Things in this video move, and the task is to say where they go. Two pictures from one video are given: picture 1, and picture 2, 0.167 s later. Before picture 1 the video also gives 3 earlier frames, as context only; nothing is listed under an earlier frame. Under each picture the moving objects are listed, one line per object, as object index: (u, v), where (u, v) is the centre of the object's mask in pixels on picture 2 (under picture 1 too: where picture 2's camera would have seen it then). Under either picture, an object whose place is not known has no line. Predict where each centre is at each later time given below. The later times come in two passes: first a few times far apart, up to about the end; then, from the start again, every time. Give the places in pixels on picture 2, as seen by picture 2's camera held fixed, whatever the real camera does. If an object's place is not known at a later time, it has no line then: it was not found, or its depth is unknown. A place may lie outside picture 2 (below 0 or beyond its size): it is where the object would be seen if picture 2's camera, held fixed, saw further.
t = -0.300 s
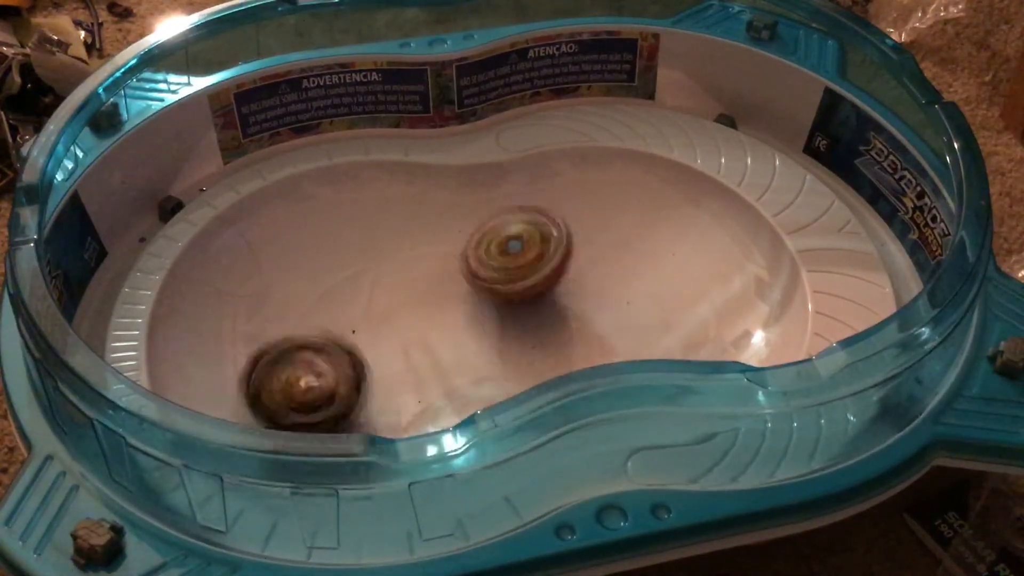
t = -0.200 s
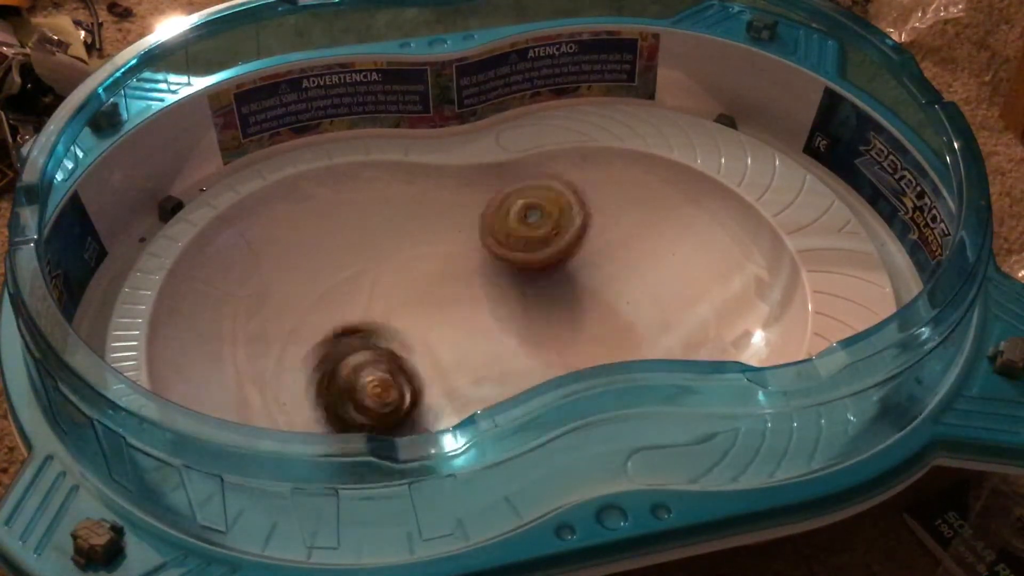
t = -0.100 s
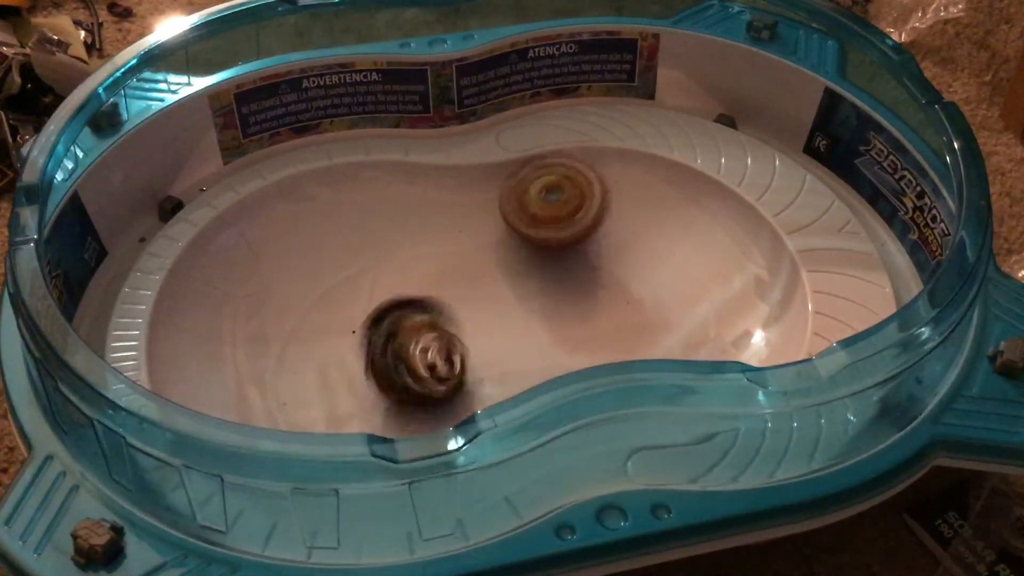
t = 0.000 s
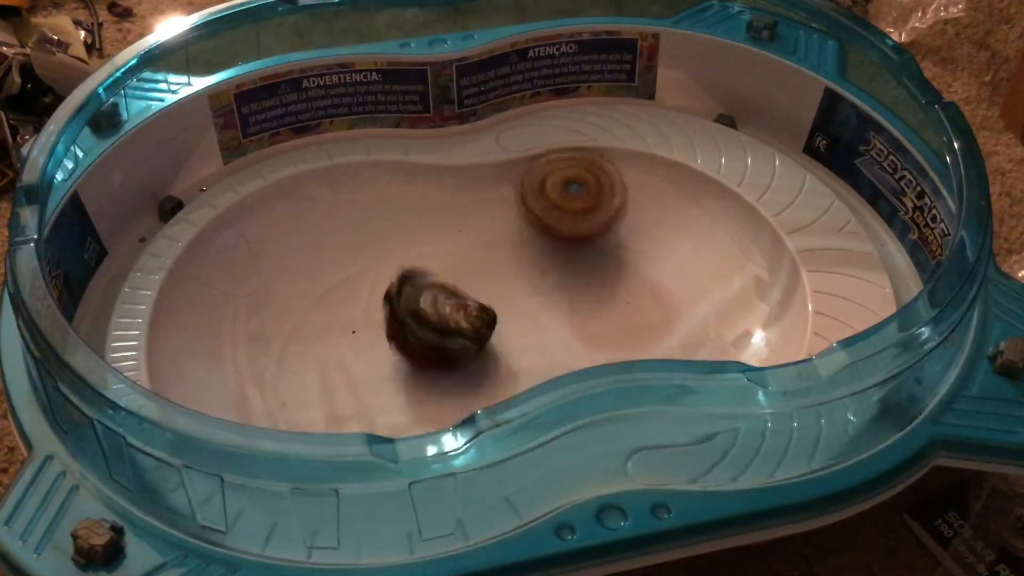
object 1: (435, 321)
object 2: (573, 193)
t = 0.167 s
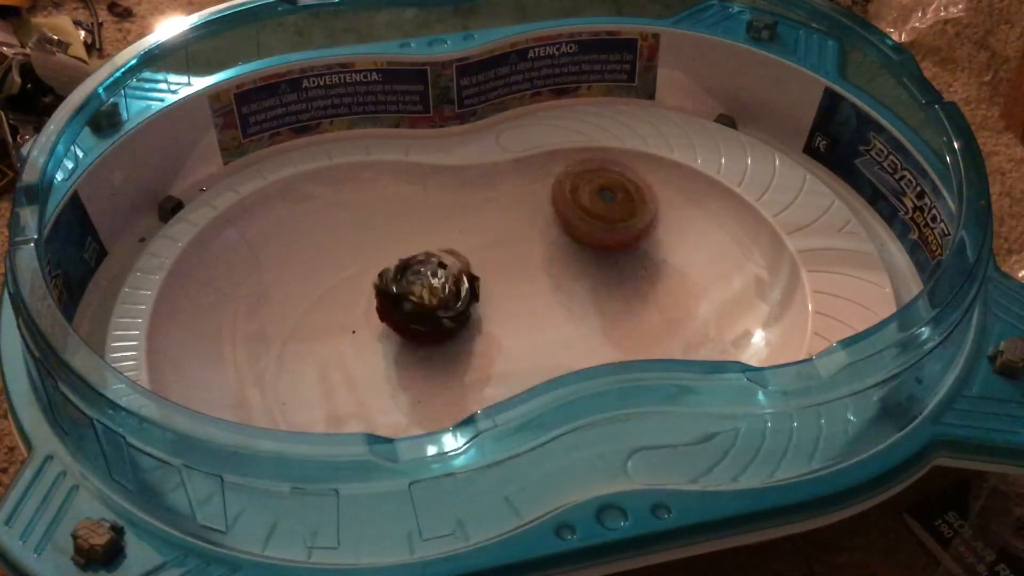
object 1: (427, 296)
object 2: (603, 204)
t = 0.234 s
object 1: (429, 296)
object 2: (617, 221)
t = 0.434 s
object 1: (424, 311)
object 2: (656, 282)
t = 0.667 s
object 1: (396, 314)
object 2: (682, 332)
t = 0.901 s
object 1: (397, 316)
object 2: (657, 338)
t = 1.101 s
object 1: (397, 316)
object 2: (609, 329)
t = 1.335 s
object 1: (397, 316)
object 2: (543, 304)
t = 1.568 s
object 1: (372, 316)
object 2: (490, 303)
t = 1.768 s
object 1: (371, 346)
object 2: (490, 315)
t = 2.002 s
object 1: (377, 353)
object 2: (536, 313)
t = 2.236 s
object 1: (377, 353)
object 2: (554, 284)
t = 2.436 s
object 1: (377, 353)
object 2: (549, 267)
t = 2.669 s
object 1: (377, 353)
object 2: (541, 278)
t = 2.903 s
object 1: (377, 354)
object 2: (546, 318)
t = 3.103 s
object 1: (377, 353)
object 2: (552, 339)
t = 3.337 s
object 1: (377, 353)
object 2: (544, 336)
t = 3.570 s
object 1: (377, 354)
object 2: (516, 319)
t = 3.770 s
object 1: (367, 356)
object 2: (488, 311)
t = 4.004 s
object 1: (353, 353)
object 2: (482, 310)
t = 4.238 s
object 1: (359, 355)
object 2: (478, 327)
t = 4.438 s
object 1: (370, 356)
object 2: (493, 327)
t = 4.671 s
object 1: (364, 360)
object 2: (499, 304)
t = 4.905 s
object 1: (379, 357)
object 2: (486, 294)
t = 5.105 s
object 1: (370, 363)
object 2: (475, 308)
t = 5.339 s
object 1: (358, 363)
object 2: (483, 307)
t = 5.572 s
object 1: (358, 362)
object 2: (489, 314)
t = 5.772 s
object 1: (358, 362)
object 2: (491, 318)
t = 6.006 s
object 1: (358, 362)
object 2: (487, 322)
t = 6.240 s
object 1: (358, 362)
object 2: (485, 331)
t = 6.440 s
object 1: (358, 362)
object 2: (477, 336)
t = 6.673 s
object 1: (357, 375)
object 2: (462, 330)
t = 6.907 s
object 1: (355, 393)
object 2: (436, 313)
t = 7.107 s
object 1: (355, 388)
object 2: (398, 301)
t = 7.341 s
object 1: (355, 388)
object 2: (399, 301)
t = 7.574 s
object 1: (355, 388)
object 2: (399, 301)
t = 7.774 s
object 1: (354, 388)
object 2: (399, 301)
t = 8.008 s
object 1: (354, 388)
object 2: (399, 301)
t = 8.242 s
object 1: (355, 388)
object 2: (399, 301)
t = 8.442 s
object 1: (355, 388)
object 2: (399, 301)
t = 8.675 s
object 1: (355, 388)
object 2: (399, 301)
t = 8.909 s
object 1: (355, 388)
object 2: (399, 301)
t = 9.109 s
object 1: (355, 388)
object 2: (399, 301)
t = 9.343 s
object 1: (355, 387)
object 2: (399, 301)
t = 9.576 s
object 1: (355, 387)
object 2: (399, 301)
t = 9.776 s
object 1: (355, 388)
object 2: (399, 301)
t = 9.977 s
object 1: (355, 388)
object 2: (399, 301)
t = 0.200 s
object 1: (428, 296)
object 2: (608, 210)
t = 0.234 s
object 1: (429, 296)
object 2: (617, 221)
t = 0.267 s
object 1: (429, 297)
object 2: (627, 233)
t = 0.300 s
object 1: (430, 299)
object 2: (631, 240)
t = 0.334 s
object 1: (431, 302)
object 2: (638, 251)
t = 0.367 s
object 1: (430, 305)
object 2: (644, 262)
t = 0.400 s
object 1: (428, 308)
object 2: (650, 271)
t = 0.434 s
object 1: (424, 311)
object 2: (656, 282)
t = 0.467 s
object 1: (420, 312)
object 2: (661, 291)
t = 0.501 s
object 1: (415, 313)
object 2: (668, 302)
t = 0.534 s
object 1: (410, 315)
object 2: (674, 311)
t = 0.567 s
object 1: (405, 316)
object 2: (677, 318)
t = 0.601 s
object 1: (401, 316)
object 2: (680, 324)
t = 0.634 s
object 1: (397, 315)
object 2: (681, 330)
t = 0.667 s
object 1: (396, 314)
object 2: (682, 332)
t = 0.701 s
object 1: (396, 314)
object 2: (682, 334)
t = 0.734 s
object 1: (398, 316)
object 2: (679, 336)
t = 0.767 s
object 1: (399, 316)
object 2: (677, 337)
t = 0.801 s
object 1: (398, 316)
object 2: (673, 339)
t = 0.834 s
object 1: (397, 316)
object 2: (670, 339)
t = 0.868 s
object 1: (397, 316)
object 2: (663, 338)
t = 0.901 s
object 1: (397, 316)
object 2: (657, 338)
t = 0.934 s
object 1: (397, 316)
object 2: (651, 338)
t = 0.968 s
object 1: (397, 316)
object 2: (643, 337)
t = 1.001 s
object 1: (397, 316)
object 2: (634, 335)
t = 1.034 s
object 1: (397, 316)
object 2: (625, 333)
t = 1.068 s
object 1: (397, 316)
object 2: (616, 332)
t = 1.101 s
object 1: (397, 316)
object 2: (609, 329)
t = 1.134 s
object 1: (397, 316)
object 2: (599, 326)
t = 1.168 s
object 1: (397, 316)
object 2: (589, 322)
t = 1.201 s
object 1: (397, 316)
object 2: (579, 320)
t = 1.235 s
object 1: (397, 316)
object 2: (570, 316)
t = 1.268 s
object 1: (397, 316)
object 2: (562, 312)
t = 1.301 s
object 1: (397, 316)
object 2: (552, 308)
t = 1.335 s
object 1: (397, 316)
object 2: (543, 304)
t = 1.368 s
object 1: (397, 316)
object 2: (533, 303)
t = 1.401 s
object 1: (397, 316)
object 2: (523, 300)
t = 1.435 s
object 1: (397, 316)
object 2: (515, 300)
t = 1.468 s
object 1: (394, 315)
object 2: (506, 300)
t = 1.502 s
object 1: (382, 315)
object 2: (503, 299)
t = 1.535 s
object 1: (375, 314)
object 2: (496, 299)
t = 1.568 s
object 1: (372, 316)
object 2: (490, 303)
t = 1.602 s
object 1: (374, 317)
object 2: (486, 305)
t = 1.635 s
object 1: (376, 320)
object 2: (484, 306)
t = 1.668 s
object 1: (376, 326)
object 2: (483, 307)
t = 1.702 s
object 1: (369, 335)
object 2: (486, 309)
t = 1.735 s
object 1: (368, 341)
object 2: (488, 312)
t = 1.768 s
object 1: (371, 346)
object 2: (490, 315)
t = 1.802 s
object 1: (376, 349)
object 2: (493, 317)
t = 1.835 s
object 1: (379, 351)
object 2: (499, 319)
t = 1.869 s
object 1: (377, 353)
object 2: (508, 319)
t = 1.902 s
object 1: (376, 353)
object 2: (516, 317)
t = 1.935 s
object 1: (377, 353)
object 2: (523, 317)
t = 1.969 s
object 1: (377, 353)
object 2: (531, 315)
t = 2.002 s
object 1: (377, 353)
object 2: (536, 313)
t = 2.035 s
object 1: (377, 353)
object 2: (541, 309)
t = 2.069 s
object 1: (377, 353)
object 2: (545, 306)
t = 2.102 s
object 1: (377, 353)
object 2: (548, 301)
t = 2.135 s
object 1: (377, 353)
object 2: (550, 298)
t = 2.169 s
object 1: (377, 353)
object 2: (553, 293)
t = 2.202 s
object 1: (377, 353)
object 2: (554, 289)
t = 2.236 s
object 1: (377, 353)
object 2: (554, 284)
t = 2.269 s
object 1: (377, 353)
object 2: (554, 281)
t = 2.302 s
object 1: (377, 353)
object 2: (554, 276)
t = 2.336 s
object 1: (377, 353)
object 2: (553, 274)
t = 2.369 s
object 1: (377, 353)
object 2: (553, 271)
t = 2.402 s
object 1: (377, 353)
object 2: (551, 269)
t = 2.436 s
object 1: (377, 353)
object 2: (549, 267)
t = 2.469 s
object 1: (377, 353)
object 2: (548, 267)
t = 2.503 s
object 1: (377, 353)
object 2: (546, 266)
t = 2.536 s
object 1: (377, 353)
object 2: (545, 268)
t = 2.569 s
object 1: (377, 353)
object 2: (544, 269)
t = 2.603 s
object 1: (377, 353)
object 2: (543, 272)
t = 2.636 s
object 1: (377, 353)
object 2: (542, 274)
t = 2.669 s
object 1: (377, 353)
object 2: (541, 278)
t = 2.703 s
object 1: (377, 353)
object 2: (541, 283)
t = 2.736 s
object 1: (377, 353)
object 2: (541, 288)
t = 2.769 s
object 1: (377, 353)
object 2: (541, 293)
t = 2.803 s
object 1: (377, 353)
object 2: (542, 300)
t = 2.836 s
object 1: (377, 354)
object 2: (544, 306)
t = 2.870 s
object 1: (377, 354)
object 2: (545, 312)
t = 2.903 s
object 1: (377, 354)
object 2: (546, 318)
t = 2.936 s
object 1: (377, 353)
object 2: (549, 324)
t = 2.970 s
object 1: (377, 353)
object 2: (550, 329)
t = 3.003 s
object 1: (377, 353)
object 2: (550, 333)
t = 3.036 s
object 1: (377, 353)
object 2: (552, 335)
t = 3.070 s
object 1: (377, 354)
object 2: (551, 337)
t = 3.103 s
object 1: (377, 353)
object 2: (552, 339)
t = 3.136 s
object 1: (377, 353)
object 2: (551, 339)
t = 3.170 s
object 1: (377, 354)
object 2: (552, 340)
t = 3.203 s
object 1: (377, 353)
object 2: (551, 340)
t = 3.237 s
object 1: (377, 353)
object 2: (552, 339)
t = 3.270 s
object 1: (377, 353)
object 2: (549, 338)
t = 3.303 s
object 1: (377, 354)
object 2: (548, 337)
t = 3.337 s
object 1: (377, 353)
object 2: (544, 336)
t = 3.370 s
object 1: (377, 354)
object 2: (543, 334)
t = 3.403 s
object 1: (377, 354)
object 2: (539, 331)
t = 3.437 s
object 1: (377, 354)
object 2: (536, 329)
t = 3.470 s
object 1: (377, 354)
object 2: (531, 327)
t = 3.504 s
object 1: (377, 354)
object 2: (527, 324)
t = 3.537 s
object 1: (377, 354)
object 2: (521, 320)
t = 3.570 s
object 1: (377, 354)
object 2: (516, 319)
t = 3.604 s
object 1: (377, 354)
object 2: (511, 318)
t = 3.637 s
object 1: (377, 354)
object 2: (505, 315)
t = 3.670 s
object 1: (377, 354)
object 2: (495, 315)
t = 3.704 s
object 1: (375, 354)
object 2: (491, 314)
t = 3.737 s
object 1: (374, 354)
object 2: (486, 314)
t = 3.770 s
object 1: (367, 356)
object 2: (488, 311)
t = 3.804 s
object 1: (362, 355)
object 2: (486, 308)
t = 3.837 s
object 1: (358, 354)
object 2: (483, 308)
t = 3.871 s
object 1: (356, 354)
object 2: (483, 308)
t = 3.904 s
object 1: (355, 354)
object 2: (485, 308)
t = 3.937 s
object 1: (354, 353)
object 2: (484, 308)
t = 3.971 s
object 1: (353, 353)
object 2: (483, 309)
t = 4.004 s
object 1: (353, 353)
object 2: (482, 310)
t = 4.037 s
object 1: (354, 353)
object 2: (484, 312)
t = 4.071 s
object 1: (354, 353)
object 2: (482, 313)
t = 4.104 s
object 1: (354, 353)
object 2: (481, 315)
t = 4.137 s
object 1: (355, 354)
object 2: (480, 318)
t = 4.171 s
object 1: (356, 354)
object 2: (480, 320)
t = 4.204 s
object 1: (357, 354)
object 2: (479, 323)
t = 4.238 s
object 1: (359, 355)
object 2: (478, 327)
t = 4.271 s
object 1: (356, 356)
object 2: (483, 326)
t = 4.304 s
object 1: (357, 356)
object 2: (484, 327)
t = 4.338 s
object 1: (358, 356)
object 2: (485, 326)
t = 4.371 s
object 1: (362, 357)
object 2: (489, 327)
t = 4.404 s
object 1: (367, 358)
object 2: (494, 327)
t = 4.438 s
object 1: (370, 356)
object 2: (493, 327)
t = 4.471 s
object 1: (371, 356)
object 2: (494, 326)
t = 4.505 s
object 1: (363, 358)
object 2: (497, 322)
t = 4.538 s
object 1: (360, 359)
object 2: (498, 319)
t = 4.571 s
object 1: (359, 358)
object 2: (498, 314)
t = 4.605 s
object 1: (359, 359)
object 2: (501, 311)
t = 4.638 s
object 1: (361, 359)
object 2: (502, 307)
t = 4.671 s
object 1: (364, 360)
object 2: (499, 304)
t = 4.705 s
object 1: (367, 360)
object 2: (499, 299)
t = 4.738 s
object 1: (369, 359)
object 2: (497, 297)
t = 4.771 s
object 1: (370, 359)
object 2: (496, 295)
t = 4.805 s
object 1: (372, 359)
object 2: (495, 294)
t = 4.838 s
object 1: (375, 359)
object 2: (490, 293)
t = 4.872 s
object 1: (378, 358)
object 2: (488, 294)
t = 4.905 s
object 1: (379, 357)
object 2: (486, 294)
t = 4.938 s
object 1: (379, 357)
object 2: (485, 297)
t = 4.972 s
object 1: (378, 357)
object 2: (481, 300)
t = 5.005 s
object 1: (377, 359)
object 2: (476, 303)
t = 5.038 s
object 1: (379, 359)
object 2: (473, 307)
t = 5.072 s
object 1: (379, 358)
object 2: (471, 307)
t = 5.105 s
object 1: (370, 363)
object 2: (475, 308)
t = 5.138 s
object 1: (365, 364)
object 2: (473, 305)
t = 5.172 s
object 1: (362, 363)
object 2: (473, 305)
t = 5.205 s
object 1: (360, 363)
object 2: (474, 308)
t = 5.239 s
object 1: (358, 362)
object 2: (478, 309)
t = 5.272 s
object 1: (358, 362)
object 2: (482, 308)
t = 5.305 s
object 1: (358, 362)
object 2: (484, 310)
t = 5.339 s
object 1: (358, 363)
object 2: (483, 307)
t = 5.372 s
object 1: (359, 363)
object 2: (482, 308)
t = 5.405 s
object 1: (358, 363)
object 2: (482, 311)
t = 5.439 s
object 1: (358, 363)
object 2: (486, 312)
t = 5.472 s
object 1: (358, 363)
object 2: (489, 312)
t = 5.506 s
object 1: (358, 362)
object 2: (491, 314)
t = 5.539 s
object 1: (358, 362)
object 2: (489, 313)
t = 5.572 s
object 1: (358, 362)
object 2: (489, 314)
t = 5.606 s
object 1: (358, 362)
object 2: (487, 316)
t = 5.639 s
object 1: (358, 362)
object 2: (489, 316)
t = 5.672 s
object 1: (358, 362)
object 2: (492, 317)
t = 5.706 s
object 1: (358, 362)
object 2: (492, 318)
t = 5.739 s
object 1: (358, 362)
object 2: (492, 317)
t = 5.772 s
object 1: (358, 362)
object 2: (491, 318)
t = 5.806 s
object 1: (358, 362)
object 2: (488, 318)
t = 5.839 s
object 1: (358, 362)
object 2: (490, 320)
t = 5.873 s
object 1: (358, 362)
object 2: (492, 322)
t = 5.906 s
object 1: (358, 362)
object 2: (492, 320)
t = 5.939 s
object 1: (358, 362)
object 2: (493, 320)
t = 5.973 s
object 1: (358, 362)
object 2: (491, 321)
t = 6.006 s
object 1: (358, 362)
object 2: (487, 322)
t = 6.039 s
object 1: (358, 362)
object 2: (488, 324)
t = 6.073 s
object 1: (358, 362)
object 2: (489, 326)
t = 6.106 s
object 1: (358, 362)
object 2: (488, 326)
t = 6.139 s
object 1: (358, 362)
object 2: (491, 327)
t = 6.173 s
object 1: (358, 363)
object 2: (488, 329)
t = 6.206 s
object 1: (358, 363)
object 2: (485, 327)
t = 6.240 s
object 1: (358, 362)
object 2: (485, 331)
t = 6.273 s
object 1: (358, 362)
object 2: (483, 332)
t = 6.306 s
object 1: (358, 362)
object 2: (483, 332)
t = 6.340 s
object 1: (358, 363)
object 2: (484, 336)
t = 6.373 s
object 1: (358, 362)
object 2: (481, 336)
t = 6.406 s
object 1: (358, 363)
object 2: (480, 334)
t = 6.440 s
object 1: (358, 362)
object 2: (477, 336)
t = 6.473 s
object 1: (358, 362)
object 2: (474, 337)
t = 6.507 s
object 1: (354, 363)
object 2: (476, 338)
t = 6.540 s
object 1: (355, 363)
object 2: (476, 336)
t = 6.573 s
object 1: (356, 363)
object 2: (474, 334)
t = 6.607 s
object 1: (356, 364)
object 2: (470, 335)
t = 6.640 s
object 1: (355, 370)
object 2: (464, 331)
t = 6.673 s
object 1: (357, 375)
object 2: (462, 330)
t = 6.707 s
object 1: (353, 384)
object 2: (460, 326)
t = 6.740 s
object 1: (353, 388)
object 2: (458, 322)
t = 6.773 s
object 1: (356, 391)
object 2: (456, 317)
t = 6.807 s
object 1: (357, 392)
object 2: (451, 316)
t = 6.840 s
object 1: (356, 392)
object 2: (448, 315)
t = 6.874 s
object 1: (356, 392)
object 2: (442, 311)
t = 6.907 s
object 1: (355, 393)
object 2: (436, 313)
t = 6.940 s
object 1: (355, 392)
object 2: (429, 311)
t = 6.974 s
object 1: (354, 392)
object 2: (422, 309)
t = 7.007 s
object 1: (353, 390)
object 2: (411, 307)
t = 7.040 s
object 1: (353, 390)
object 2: (405, 306)
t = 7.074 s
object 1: (354, 389)
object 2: (400, 304)
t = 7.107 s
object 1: (355, 388)
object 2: (398, 301)
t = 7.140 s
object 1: (355, 388)
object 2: (398, 300)
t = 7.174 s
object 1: (355, 388)
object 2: (399, 301)
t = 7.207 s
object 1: (355, 388)
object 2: (399, 301)
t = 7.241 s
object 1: (355, 388)
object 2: (399, 301)
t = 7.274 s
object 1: (355, 388)
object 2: (399, 301)
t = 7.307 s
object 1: (355, 388)
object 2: (399, 301)
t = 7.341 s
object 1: (355, 388)
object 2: (399, 301)
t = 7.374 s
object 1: (355, 388)
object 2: (399, 301)
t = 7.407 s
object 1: (355, 388)
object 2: (399, 301)
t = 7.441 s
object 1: (354, 388)
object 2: (399, 301)
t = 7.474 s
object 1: (355, 388)
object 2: (399, 301)
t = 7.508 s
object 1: (355, 388)
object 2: (399, 301)
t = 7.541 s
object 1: (355, 388)
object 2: (399, 301)
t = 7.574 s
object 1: (355, 388)
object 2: (399, 301)
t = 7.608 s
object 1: (355, 388)
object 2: (399, 301)
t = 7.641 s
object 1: (354, 388)
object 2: (399, 301)
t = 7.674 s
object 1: (355, 388)
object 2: (399, 301)
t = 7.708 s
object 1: (354, 388)
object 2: (399, 301)
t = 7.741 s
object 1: (354, 388)
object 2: (399, 301)
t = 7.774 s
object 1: (354, 388)
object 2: (399, 301)
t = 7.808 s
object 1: (354, 388)
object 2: (399, 301)
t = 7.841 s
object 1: (354, 388)
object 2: (399, 301)
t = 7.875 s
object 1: (354, 388)
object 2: (399, 301)
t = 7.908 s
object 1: (354, 388)
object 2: (399, 301)
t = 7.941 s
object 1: (354, 388)
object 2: (399, 301)
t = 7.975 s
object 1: (354, 388)
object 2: (399, 301)
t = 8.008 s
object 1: (354, 388)
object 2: (399, 301)
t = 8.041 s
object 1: (354, 388)
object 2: (399, 301)
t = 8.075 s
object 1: (354, 388)
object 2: (399, 301)
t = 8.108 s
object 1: (354, 388)
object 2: (399, 301)
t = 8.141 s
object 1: (354, 388)
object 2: (399, 301)
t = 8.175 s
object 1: (355, 388)
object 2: (399, 301)
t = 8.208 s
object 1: (355, 388)
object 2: (399, 301)
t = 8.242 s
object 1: (355, 388)
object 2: (399, 301)
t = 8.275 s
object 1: (355, 388)
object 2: (399, 301)
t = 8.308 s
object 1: (355, 388)
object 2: (399, 301)
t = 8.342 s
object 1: (355, 388)
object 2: (399, 301)
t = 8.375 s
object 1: (355, 388)
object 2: (399, 301)
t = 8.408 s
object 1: (355, 388)
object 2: (399, 301)
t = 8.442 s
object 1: (355, 388)
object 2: (399, 301)
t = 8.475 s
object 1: (355, 388)
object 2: (399, 301)
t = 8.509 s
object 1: (355, 388)
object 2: (399, 301)
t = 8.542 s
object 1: (355, 388)
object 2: (399, 301)
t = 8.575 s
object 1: (355, 388)
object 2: (399, 301)
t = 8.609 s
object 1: (355, 388)
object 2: (399, 301)
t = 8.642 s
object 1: (355, 388)
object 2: (399, 301)
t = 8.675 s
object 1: (355, 388)
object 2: (399, 301)
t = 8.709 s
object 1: (355, 388)
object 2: (399, 301)
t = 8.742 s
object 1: (355, 388)
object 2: (399, 301)
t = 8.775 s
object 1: (355, 388)
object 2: (399, 301)
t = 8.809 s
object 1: (355, 388)
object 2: (399, 301)
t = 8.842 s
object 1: (355, 388)
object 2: (399, 301)
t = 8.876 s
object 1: (355, 388)
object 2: (399, 301)
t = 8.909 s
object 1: (355, 388)
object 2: (399, 301)
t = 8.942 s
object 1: (355, 388)
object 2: (399, 301)
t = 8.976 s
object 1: (355, 388)
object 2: (399, 301)
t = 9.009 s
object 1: (355, 388)
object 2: (399, 301)
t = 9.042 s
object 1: (355, 388)
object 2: (399, 301)
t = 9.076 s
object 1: (355, 388)
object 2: (399, 301)
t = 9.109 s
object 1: (355, 388)
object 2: (399, 301)
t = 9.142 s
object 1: (355, 388)
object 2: (399, 301)
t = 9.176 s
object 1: (355, 388)
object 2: (399, 301)
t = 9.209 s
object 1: (355, 388)
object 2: (399, 301)
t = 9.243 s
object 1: (355, 387)
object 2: (399, 301)
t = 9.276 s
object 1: (355, 387)
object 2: (399, 301)
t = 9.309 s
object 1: (355, 388)
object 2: (399, 301)
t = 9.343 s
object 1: (355, 387)
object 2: (399, 301)
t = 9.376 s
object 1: (355, 388)
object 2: (399, 301)
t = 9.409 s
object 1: (354, 388)
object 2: (399, 301)
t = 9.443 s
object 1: (354, 388)
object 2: (399, 301)
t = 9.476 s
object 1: (355, 388)
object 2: (399, 301)
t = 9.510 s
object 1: (355, 387)
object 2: (399, 301)
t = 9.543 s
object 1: (355, 387)
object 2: (399, 301)
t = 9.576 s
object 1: (355, 387)
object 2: (399, 301)
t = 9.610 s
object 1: (355, 388)
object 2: (399, 301)
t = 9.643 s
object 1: (355, 388)
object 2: (399, 301)
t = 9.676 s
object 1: (355, 388)
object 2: (399, 301)
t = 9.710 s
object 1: (355, 388)
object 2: (399, 301)
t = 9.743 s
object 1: (355, 387)
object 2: (399, 301)
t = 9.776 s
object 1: (355, 388)
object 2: (399, 301)
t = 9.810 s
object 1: (355, 388)
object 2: (399, 301)
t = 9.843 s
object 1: (355, 388)
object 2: (399, 301)
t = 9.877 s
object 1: (355, 388)
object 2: (399, 301)
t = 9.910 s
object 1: (355, 388)
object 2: (399, 301)
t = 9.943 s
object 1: (355, 388)
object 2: (399, 301)
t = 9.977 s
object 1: (355, 388)
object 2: (399, 301)
